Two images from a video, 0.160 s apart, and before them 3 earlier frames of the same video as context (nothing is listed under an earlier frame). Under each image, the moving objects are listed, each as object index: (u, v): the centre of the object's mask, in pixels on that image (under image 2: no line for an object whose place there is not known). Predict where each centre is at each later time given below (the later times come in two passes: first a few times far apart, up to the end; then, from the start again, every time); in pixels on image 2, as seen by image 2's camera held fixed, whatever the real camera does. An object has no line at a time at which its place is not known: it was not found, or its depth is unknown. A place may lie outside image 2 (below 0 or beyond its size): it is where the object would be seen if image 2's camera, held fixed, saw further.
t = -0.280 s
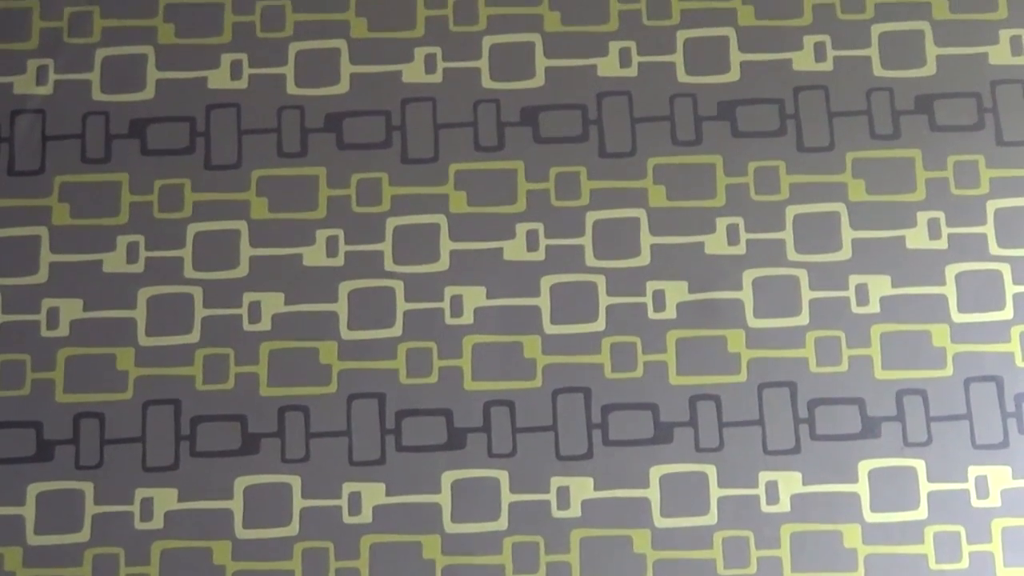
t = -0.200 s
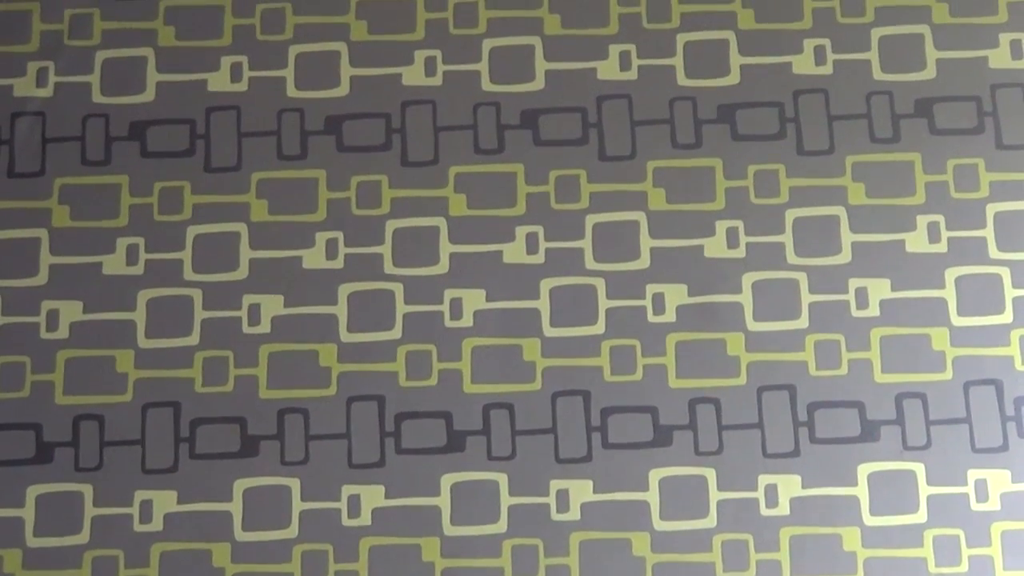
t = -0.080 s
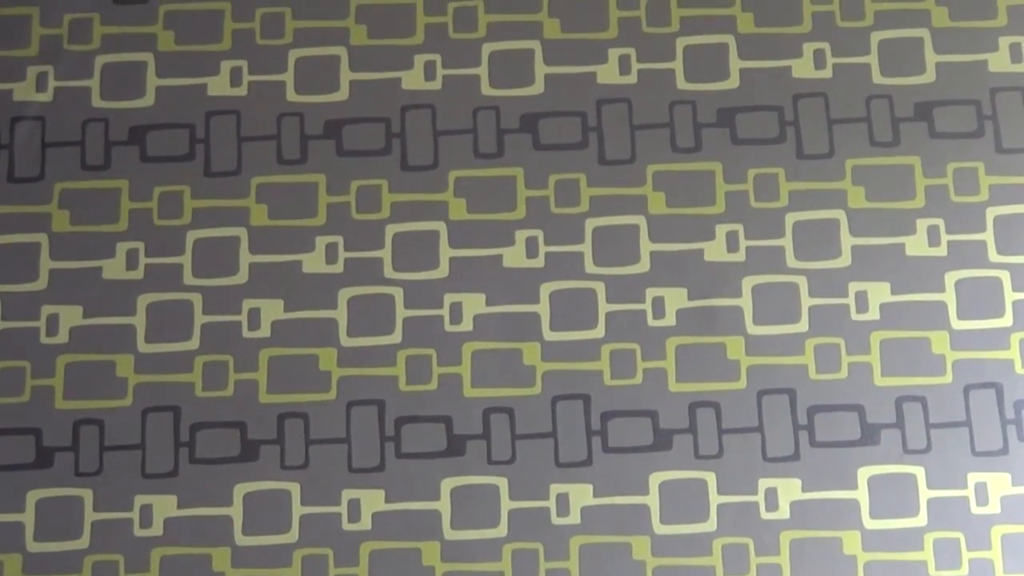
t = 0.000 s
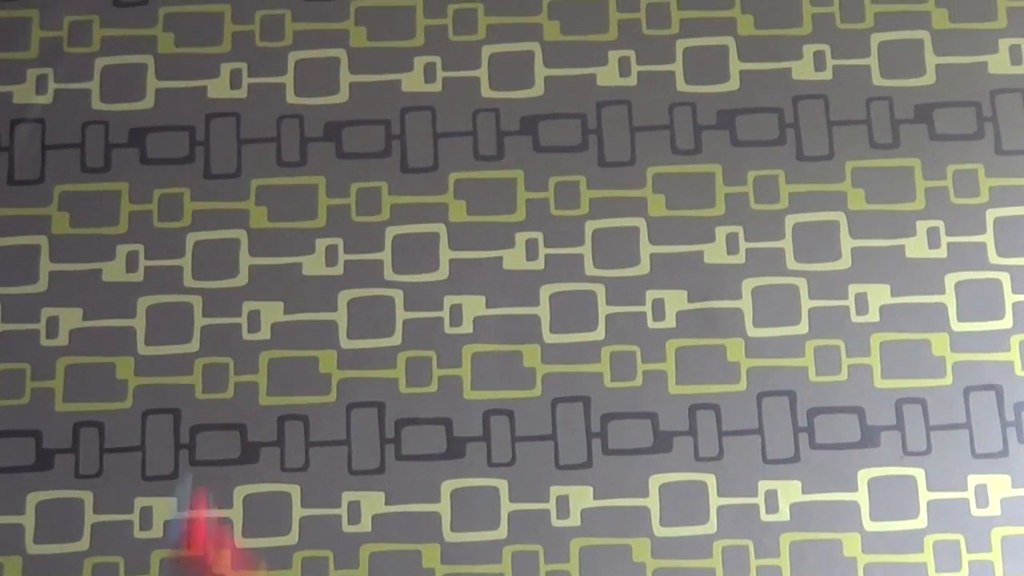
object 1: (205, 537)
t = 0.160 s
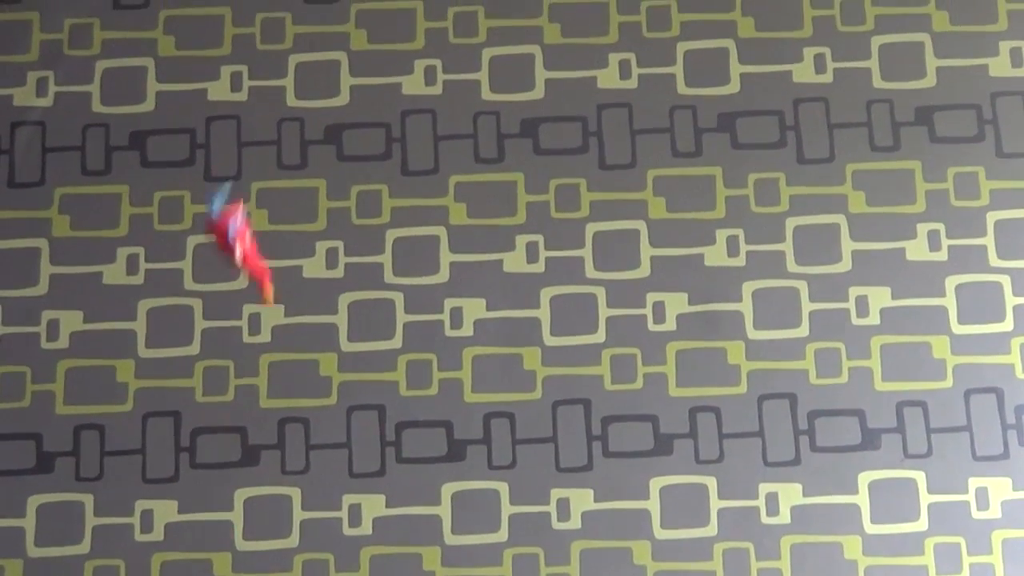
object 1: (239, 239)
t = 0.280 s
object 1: (252, 184)
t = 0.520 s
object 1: (277, 540)
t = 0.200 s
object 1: (243, 204)
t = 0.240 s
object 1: (248, 186)
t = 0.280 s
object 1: (252, 184)
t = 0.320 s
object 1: (256, 199)
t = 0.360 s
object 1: (261, 233)
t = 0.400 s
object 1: (265, 281)
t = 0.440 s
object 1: (269, 354)
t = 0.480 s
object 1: (271, 444)
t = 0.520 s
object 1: (277, 540)
